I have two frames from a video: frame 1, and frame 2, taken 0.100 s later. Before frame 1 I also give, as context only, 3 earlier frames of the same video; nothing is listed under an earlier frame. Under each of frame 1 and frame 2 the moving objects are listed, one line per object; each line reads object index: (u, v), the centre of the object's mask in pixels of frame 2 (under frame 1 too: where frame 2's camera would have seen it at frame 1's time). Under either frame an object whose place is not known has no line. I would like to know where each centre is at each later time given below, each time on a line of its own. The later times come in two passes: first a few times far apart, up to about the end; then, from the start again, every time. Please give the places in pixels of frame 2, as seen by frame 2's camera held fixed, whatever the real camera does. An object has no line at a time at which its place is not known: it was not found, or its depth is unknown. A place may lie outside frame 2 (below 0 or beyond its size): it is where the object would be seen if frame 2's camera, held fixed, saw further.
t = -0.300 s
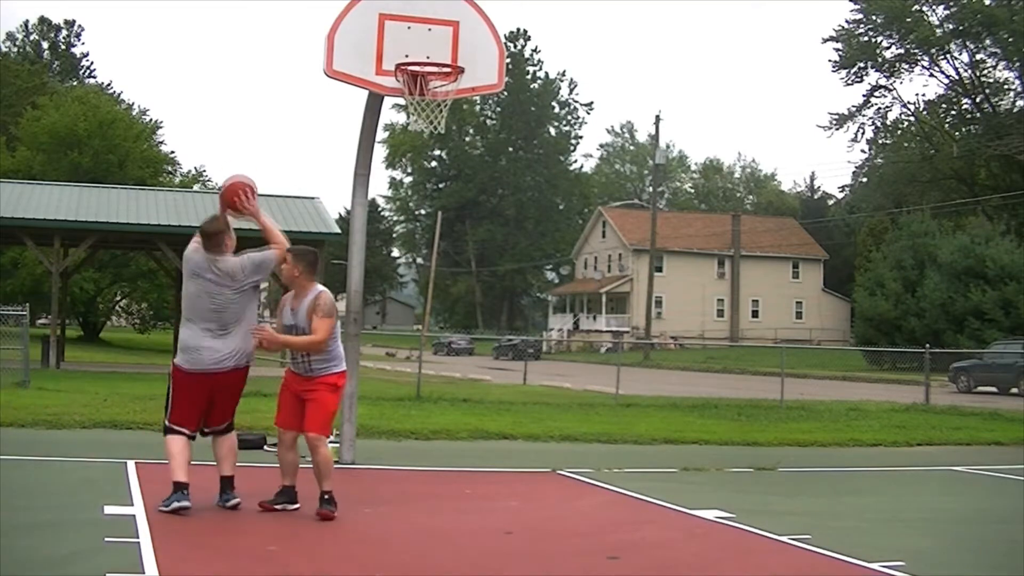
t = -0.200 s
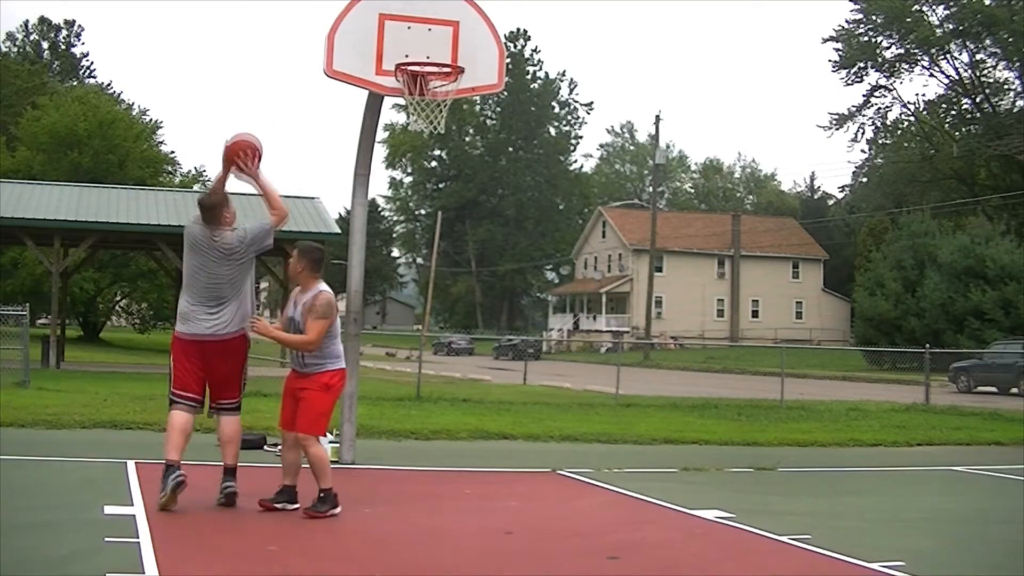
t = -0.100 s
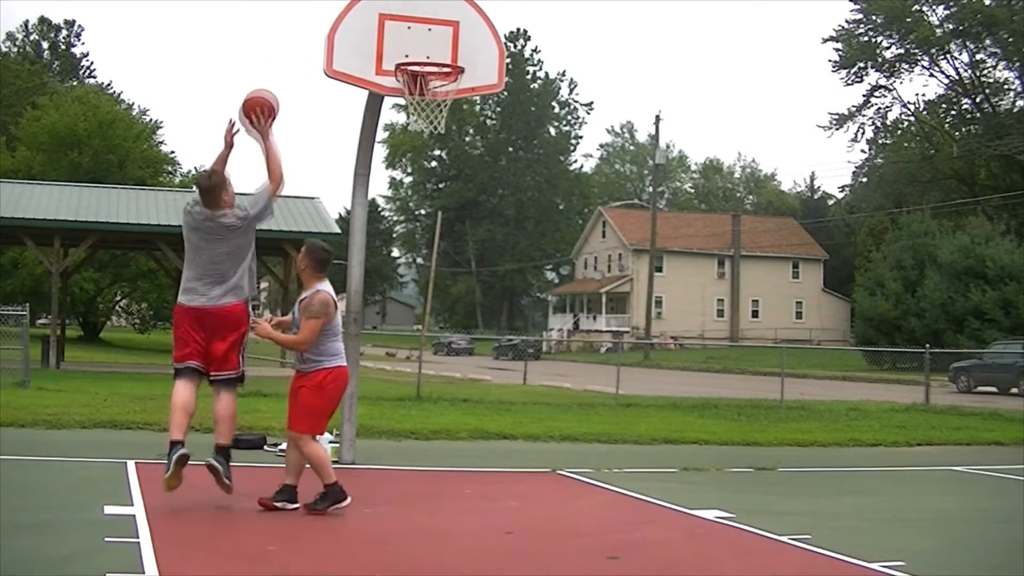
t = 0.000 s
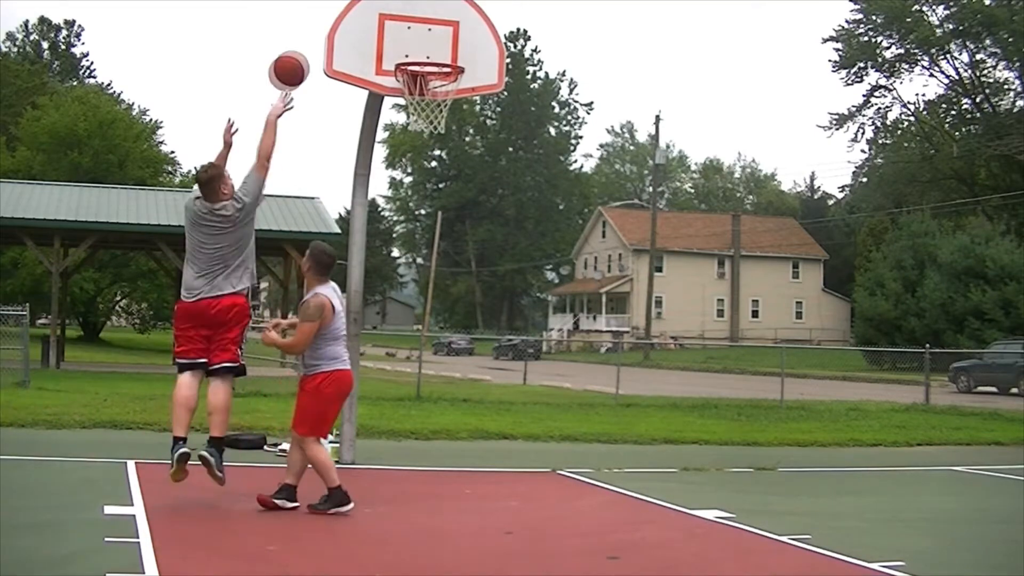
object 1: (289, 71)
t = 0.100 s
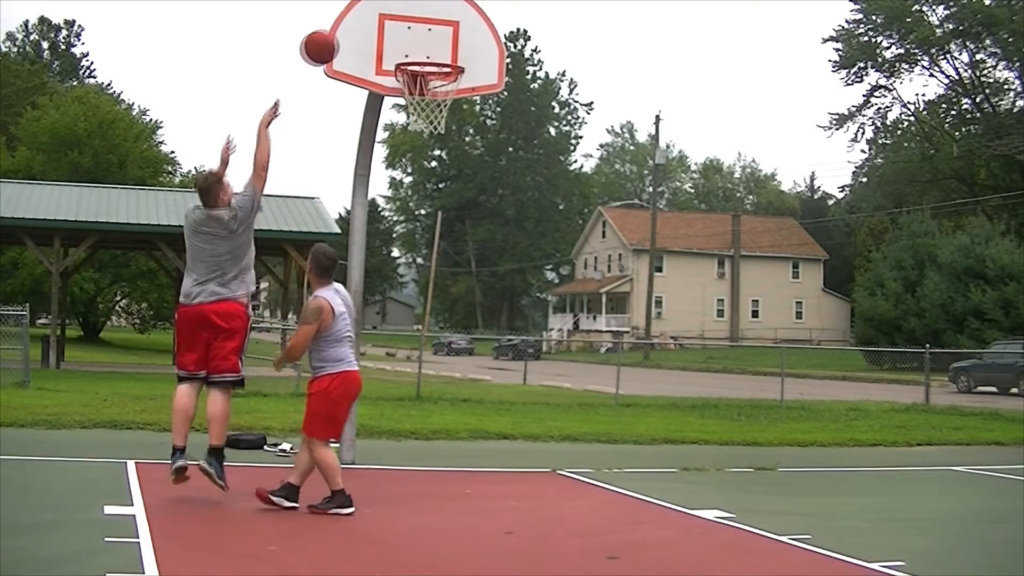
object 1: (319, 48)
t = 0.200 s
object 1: (347, 39)
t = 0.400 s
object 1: (390, 47)
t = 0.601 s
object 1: (382, 25)
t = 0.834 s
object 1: (370, 67)
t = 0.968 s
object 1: (359, 129)
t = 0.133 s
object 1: (329, 44)
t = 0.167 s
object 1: (338, 41)
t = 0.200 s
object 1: (347, 39)
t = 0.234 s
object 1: (356, 40)
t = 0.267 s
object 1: (364, 41)
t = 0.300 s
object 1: (373, 44)
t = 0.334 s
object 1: (381, 47)
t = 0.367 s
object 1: (389, 51)
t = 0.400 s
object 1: (390, 47)
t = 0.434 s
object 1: (389, 40)
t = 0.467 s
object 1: (388, 34)
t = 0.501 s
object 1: (386, 29)
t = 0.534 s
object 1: (385, 26)
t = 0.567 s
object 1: (384, 25)
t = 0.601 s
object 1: (382, 25)
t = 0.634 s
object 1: (381, 26)
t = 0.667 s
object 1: (379, 29)
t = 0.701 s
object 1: (377, 34)
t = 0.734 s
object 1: (376, 40)
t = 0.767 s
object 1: (373, 47)
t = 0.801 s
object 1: (371, 57)
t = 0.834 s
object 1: (370, 67)
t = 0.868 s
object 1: (367, 80)
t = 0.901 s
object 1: (365, 94)
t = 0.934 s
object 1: (360, 111)
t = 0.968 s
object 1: (359, 129)
